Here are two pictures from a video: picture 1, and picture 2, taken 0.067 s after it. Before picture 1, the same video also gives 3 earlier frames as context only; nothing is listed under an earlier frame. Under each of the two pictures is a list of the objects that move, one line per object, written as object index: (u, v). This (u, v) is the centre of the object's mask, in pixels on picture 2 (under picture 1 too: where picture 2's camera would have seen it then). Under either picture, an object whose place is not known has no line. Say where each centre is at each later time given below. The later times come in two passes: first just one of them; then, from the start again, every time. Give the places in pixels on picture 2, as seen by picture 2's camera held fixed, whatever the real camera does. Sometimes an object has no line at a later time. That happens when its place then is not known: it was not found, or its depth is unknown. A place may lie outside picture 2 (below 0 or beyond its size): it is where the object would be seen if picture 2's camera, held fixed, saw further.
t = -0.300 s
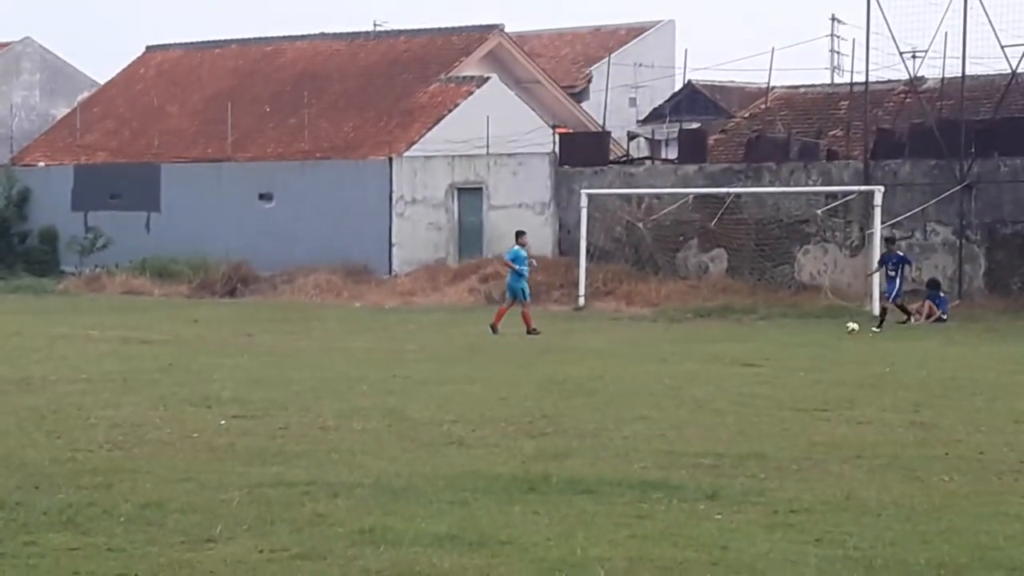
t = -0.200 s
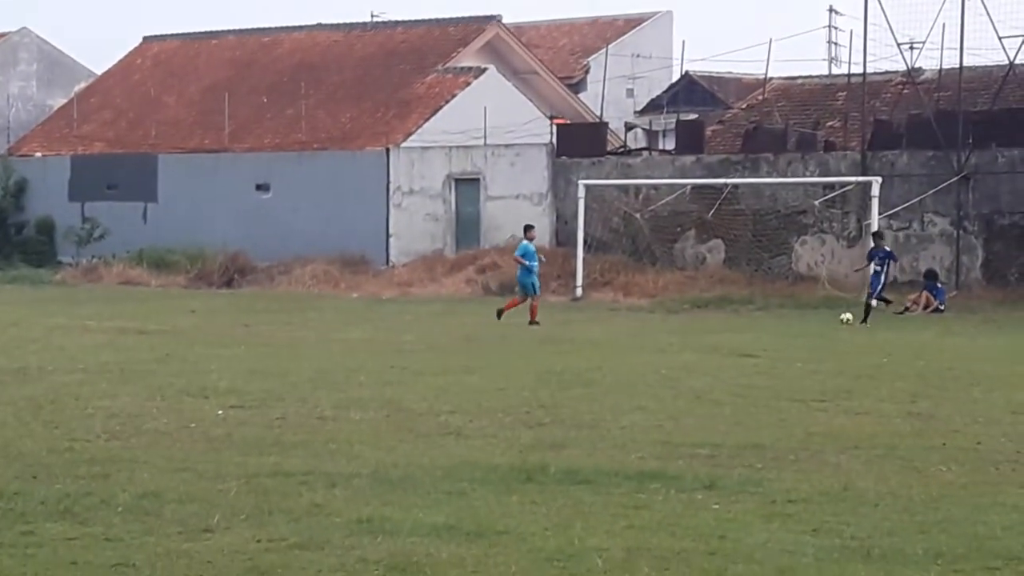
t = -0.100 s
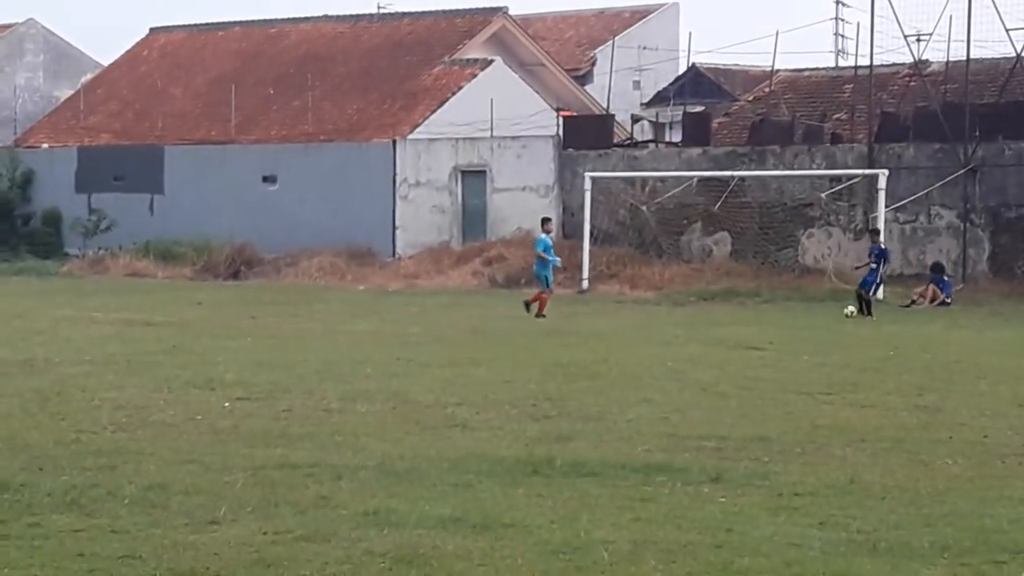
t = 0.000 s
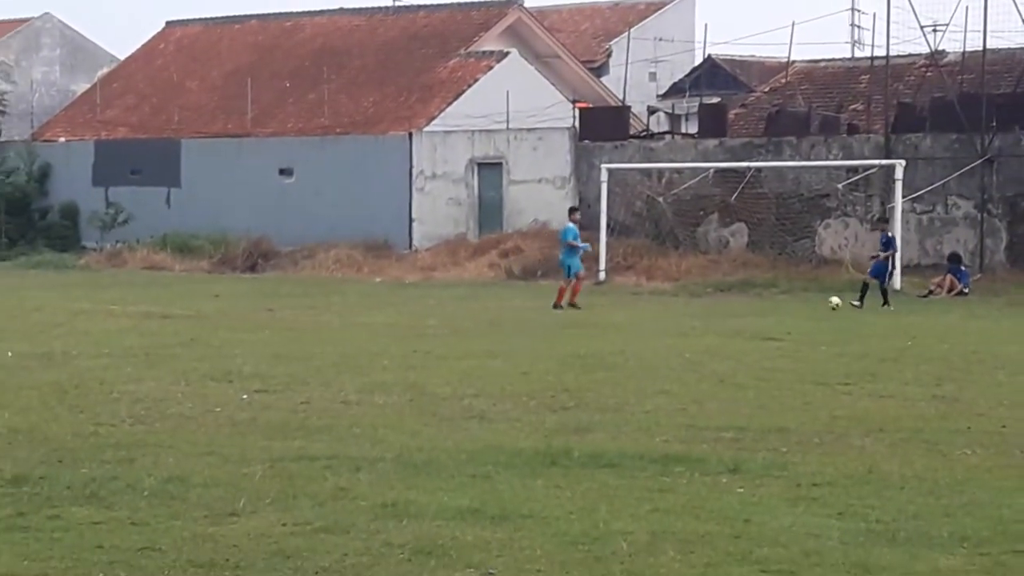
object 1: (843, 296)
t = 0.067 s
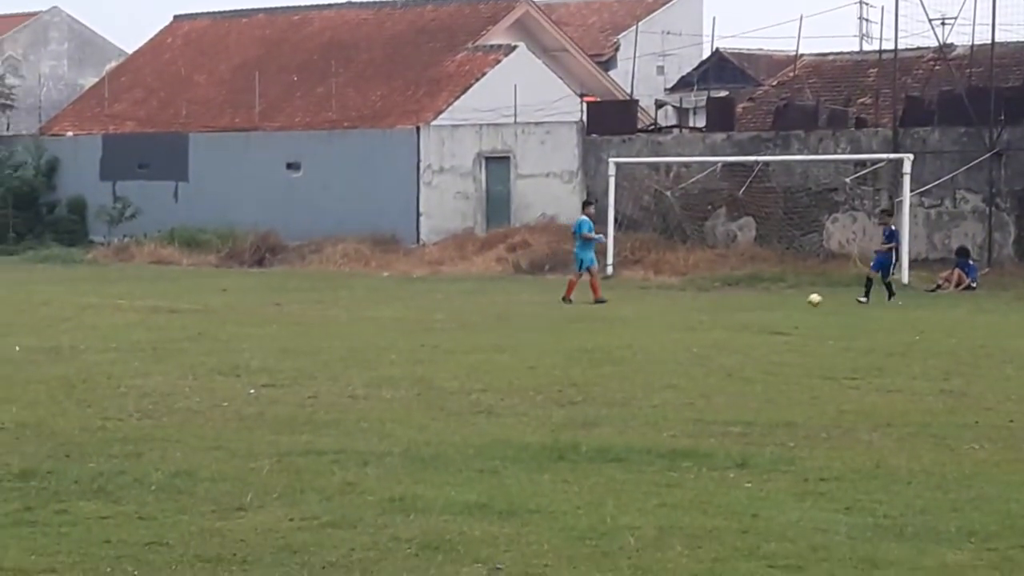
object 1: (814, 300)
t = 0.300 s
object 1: (730, 296)
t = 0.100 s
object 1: (801, 302)
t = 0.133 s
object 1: (788, 301)
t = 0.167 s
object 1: (776, 300)
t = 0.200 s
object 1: (765, 298)
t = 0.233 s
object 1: (753, 297)
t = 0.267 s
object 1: (742, 295)
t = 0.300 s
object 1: (730, 296)
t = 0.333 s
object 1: (719, 297)
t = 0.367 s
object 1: (706, 299)
